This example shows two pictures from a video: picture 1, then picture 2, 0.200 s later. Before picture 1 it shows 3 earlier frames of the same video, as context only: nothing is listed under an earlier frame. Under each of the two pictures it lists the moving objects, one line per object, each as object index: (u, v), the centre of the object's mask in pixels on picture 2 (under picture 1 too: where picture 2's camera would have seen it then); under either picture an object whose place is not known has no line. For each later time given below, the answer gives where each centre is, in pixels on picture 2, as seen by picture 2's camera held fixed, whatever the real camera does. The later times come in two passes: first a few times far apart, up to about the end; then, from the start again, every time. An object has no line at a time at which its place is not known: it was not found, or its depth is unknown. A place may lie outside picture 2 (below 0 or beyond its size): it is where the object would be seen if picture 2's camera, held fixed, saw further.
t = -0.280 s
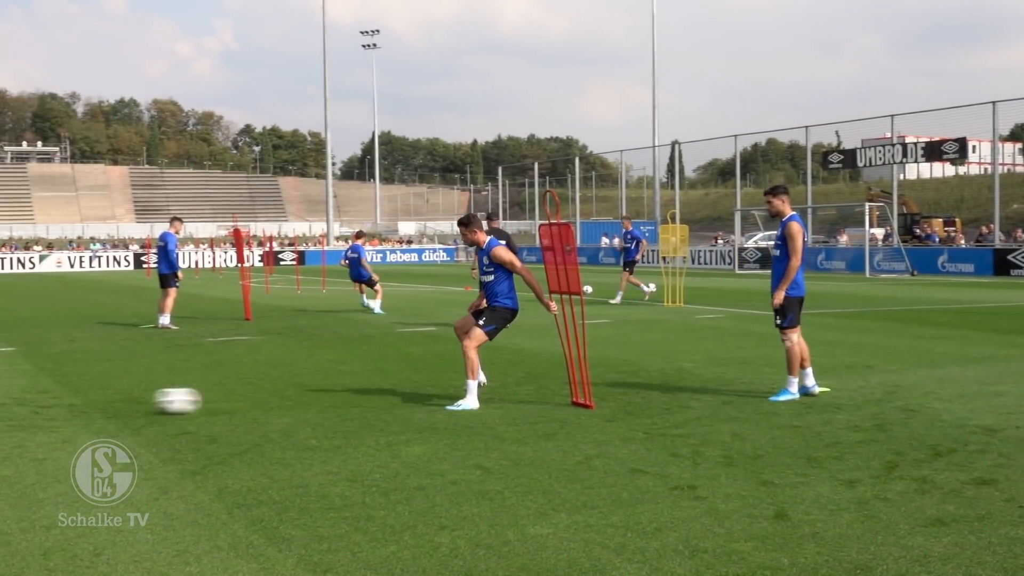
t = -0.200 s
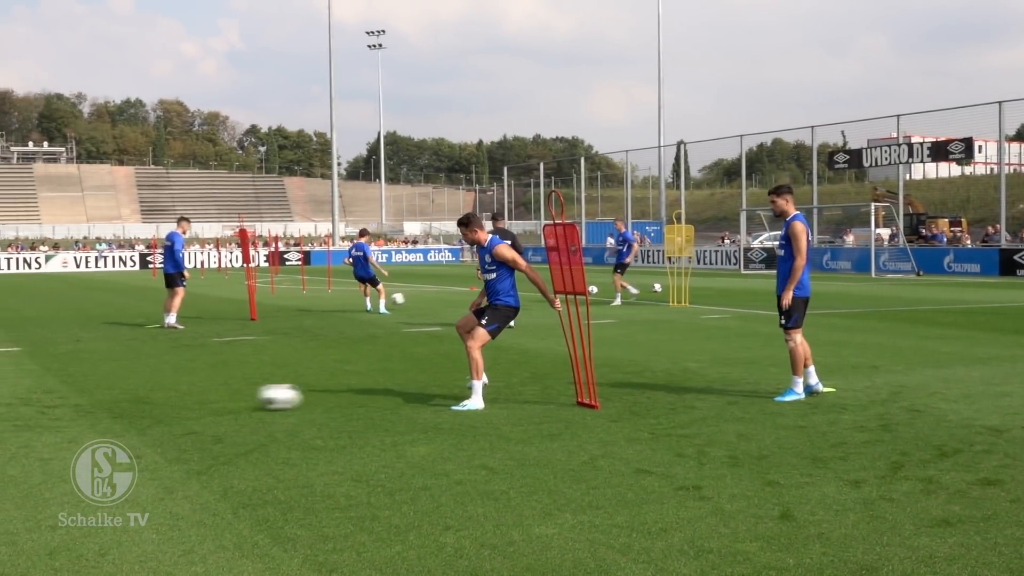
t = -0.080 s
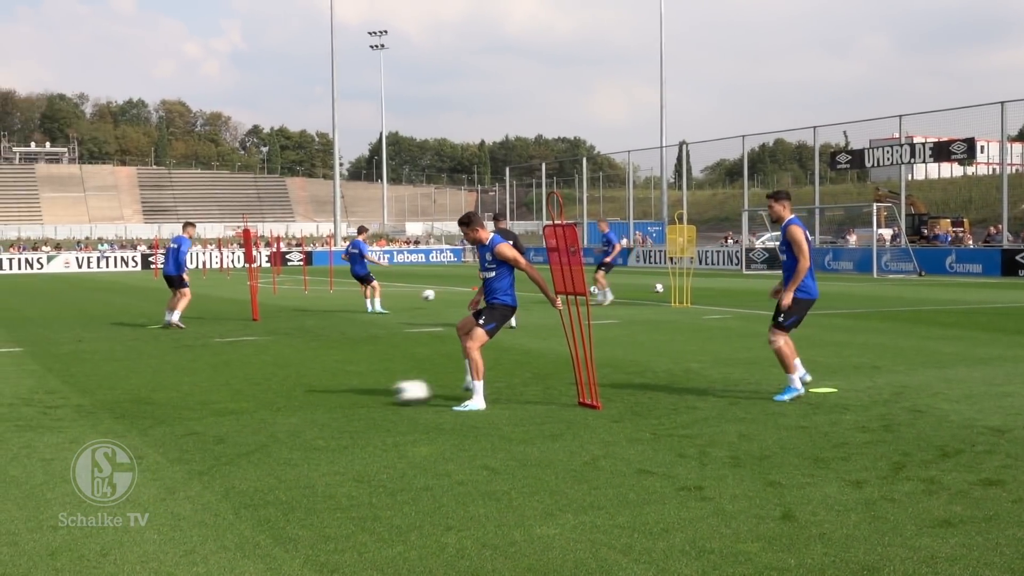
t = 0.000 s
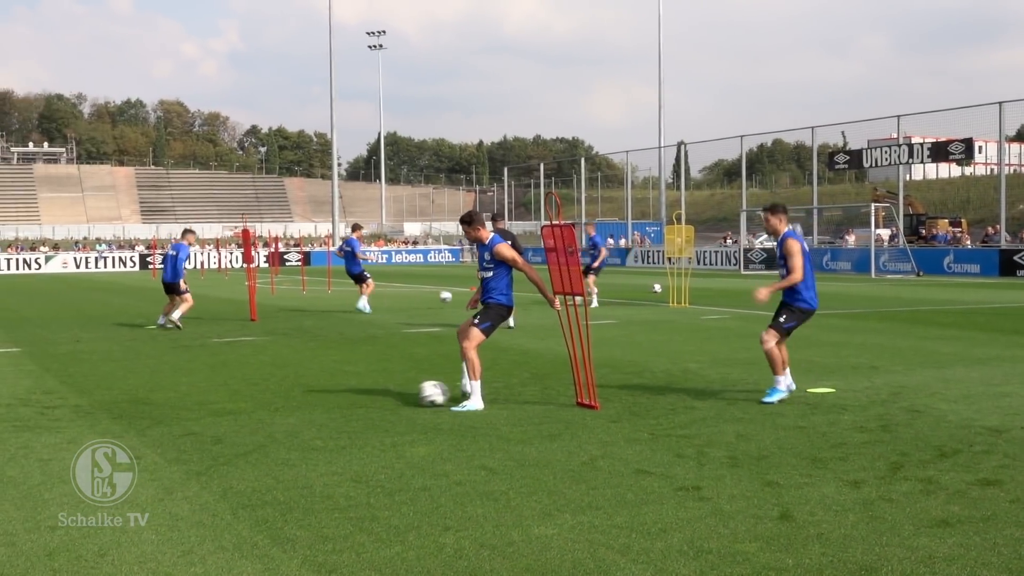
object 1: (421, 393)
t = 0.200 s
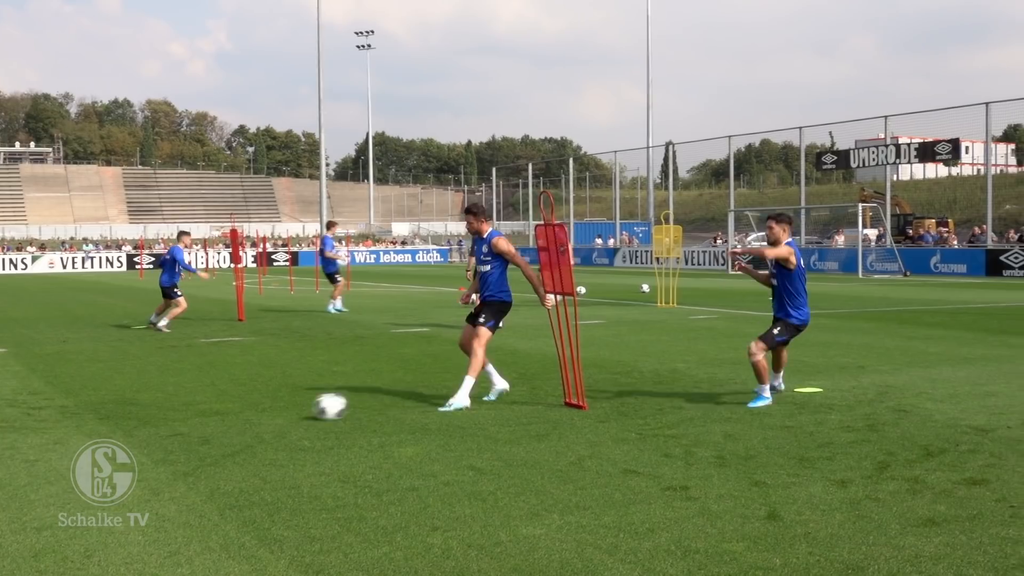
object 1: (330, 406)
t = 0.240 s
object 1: (313, 407)
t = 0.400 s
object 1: (253, 416)
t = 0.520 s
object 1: (213, 424)
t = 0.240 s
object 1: (313, 407)
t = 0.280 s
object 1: (298, 409)
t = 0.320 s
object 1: (282, 412)
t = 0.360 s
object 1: (267, 415)
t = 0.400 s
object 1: (253, 416)
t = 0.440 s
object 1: (239, 419)
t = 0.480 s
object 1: (226, 422)
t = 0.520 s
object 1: (213, 424)
